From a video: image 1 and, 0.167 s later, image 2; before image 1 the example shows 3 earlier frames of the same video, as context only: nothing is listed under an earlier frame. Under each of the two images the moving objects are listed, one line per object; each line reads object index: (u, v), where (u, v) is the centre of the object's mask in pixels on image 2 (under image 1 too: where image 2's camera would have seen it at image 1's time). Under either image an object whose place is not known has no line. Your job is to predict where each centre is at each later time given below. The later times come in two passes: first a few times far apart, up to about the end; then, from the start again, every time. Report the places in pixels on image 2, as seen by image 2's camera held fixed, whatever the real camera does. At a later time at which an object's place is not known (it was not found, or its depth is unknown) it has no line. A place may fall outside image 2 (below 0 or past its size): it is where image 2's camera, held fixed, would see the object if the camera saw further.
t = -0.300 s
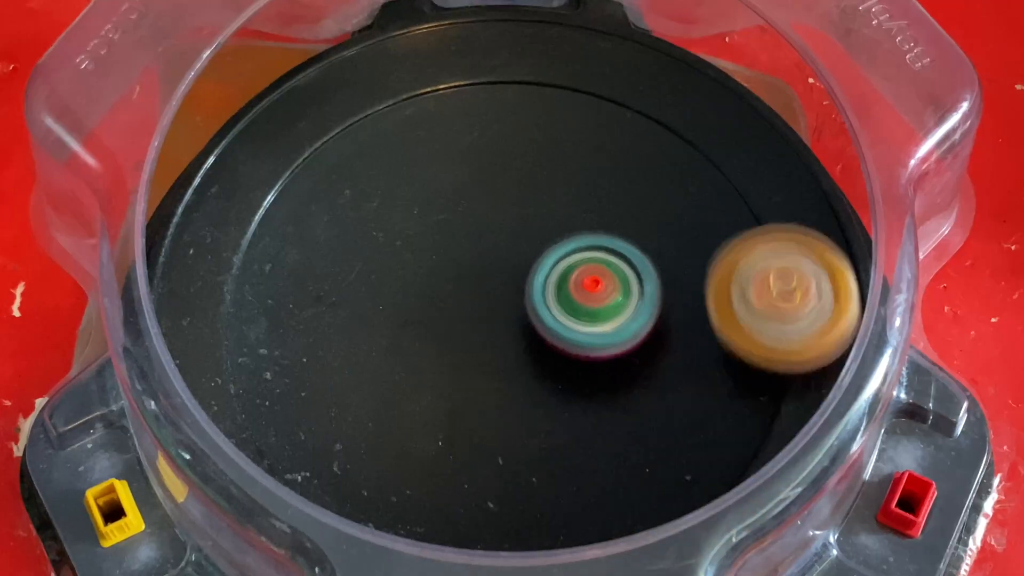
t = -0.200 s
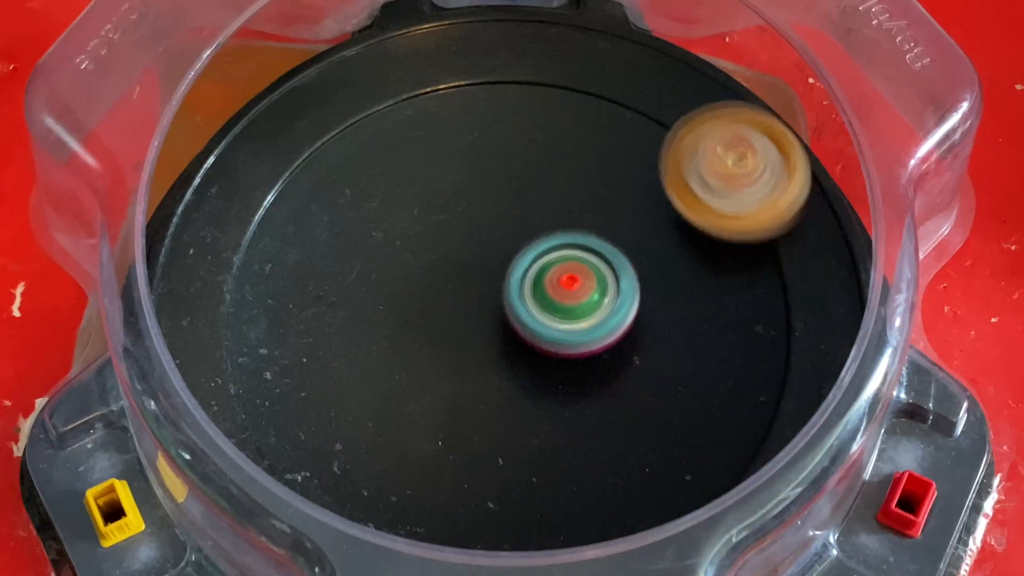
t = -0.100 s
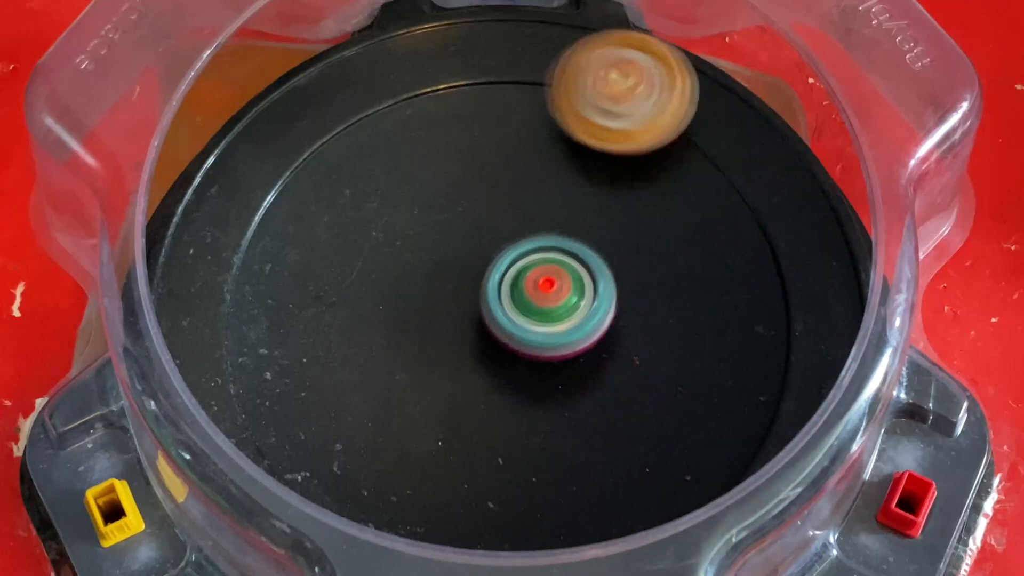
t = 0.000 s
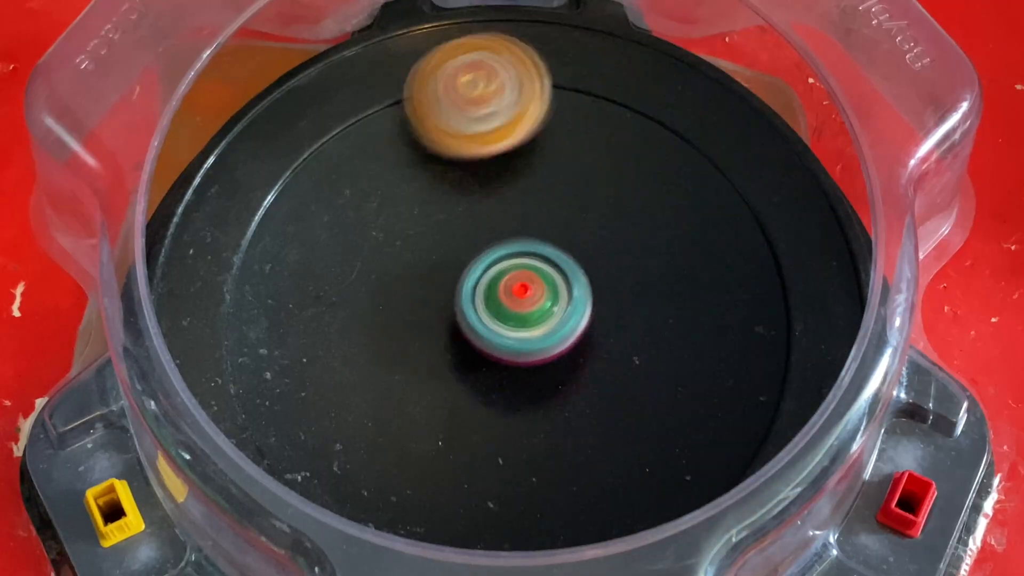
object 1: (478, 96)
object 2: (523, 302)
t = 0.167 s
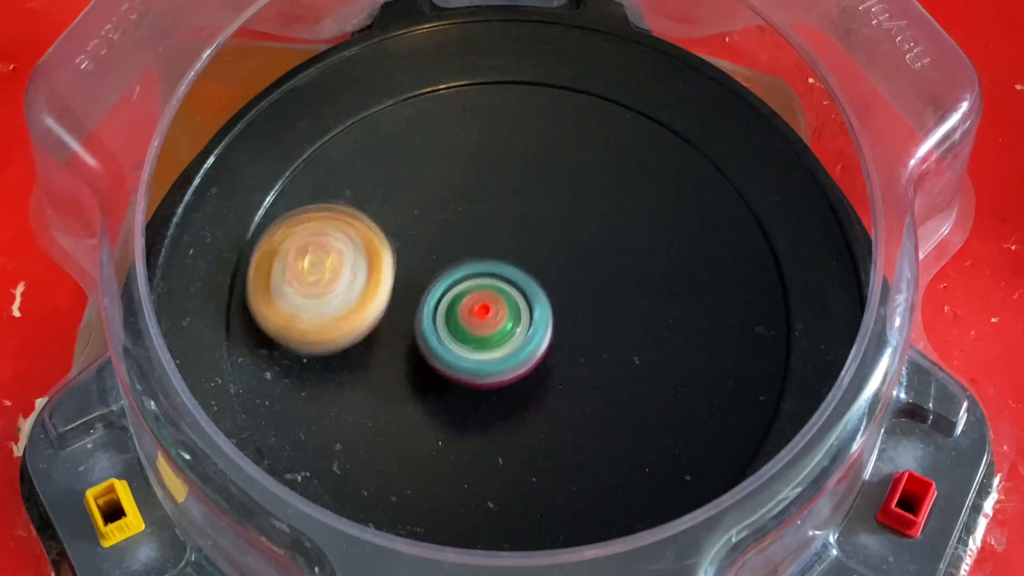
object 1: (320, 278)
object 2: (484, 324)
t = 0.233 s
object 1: (324, 377)
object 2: (474, 337)
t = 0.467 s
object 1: (631, 519)
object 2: (475, 376)
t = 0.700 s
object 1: (777, 258)
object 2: (497, 379)
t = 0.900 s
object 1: (546, 129)
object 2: (509, 362)
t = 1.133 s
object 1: (302, 329)
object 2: (508, 325)
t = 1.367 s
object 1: (504, 528)
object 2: (482, 298)
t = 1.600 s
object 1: (761, 370)
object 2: (461, 288)
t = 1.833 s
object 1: (564, 159)
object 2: (457, 300)
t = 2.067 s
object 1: (278, 273)
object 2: (472, 314)
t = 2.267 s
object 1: (344, 502)
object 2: (494, 321)
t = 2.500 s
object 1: (669, 475)
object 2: (525, 321)
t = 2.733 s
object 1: (639, 204)
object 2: (551, 307)
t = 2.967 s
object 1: (351, 153)
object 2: (554, 292)
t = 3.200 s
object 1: (249, 390)
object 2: (541, 290)
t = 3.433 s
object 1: (537, 499)
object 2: (521, 297)
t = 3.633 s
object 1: (692, 310)
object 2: (507, 313)
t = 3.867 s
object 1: (527, 100)
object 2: (500, 330)
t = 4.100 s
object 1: (282, 185)
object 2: (499, 342)
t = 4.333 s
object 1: (340, 439)
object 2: (504, 345)
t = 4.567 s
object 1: (646, 420)
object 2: (509, 336)
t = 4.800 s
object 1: (690, 173)
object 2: (506, 325)
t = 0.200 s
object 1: (316, 328)
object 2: (479, 330)
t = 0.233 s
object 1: (324, 377)
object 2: (474, 337)
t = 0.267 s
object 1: (344, 425)
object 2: (471, 344)
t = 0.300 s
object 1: (378, 462)
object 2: (469, 351)
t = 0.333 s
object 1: (417, 502)
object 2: (469, 358)
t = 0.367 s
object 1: (466, 519)
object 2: (469, 364)
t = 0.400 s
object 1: (520, 528)
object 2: (470, 369)
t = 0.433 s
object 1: (579, 530)
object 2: (472, 373)
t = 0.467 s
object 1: (631, 519)
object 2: (475, 376)
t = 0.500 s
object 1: (679, 504)
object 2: (478, 379)
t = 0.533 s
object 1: (716, 469)
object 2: (481, 380)
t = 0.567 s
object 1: (748, 430)
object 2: (484, 382)
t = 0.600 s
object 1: (763, 384)
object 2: (487, 383)
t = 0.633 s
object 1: (780, 343)
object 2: (491, 382)
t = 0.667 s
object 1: (786, 301)
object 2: (494, 381)
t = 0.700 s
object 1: (777, 258)
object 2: (497, 379)
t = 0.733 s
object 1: (756, 219)
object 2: (499, 378)
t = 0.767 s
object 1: (725, 186)
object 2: (501, 375)
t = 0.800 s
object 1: (687, 159)
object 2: (503, 372)
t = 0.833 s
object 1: (643, 141)
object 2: (505, 369)
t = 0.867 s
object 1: (595, 131)
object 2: (507, 365)
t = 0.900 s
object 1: (546, 129)
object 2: (509, 362)
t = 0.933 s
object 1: (498, 137)
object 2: (511, 357)
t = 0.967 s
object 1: (450, 152)
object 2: (512, 352)
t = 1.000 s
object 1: (408, 176)
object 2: (514, 347)
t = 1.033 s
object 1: (370, 206)
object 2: (514, 341)
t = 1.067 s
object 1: (339, 243)
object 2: (513, 336)
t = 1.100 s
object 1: (316, 284)
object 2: (511, 330)
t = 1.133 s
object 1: (302, 329)
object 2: (508, 325)
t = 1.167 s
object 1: (298, 375)
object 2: (506, 320)
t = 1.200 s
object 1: (307, 418)
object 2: (502, 316)
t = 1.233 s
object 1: (323, 464)
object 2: (498, 312)
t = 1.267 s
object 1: (352, 503)
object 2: (495, 307)
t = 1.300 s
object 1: (394, 522)
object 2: (490, 304)
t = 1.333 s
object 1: (449, 526)
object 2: (486, 300)
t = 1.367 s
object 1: (504, 528)
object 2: (482, 298)
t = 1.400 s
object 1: (561, 527)
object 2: (478, 296)
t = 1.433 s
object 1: (614, 523)
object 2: (475, 293)
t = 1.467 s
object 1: (657, 510)
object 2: (472, 291)
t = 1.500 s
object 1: (699, 486)
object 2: (469, 290)
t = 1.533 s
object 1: (730, 450)
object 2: (466, 289)
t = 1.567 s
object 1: (751, 411)
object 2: (463, 288)
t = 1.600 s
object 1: (761, 370)
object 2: (461, 288)
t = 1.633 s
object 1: (762, 329)
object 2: (459, 289)
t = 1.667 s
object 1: (748, 287)
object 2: (458, 290)
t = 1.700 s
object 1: (724, 249)
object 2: (457, 291)
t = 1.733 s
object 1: (692, 217)
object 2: (456, 293)
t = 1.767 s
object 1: (654, 191)
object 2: (456, 295)
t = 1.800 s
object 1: (610, 171)
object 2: (456, 297)
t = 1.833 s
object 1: (564, 159)
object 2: (457, 300)
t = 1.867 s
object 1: (517, 155)
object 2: (459, 301)
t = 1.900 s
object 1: (469, 157)
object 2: (460, 304)
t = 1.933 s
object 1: (422, 167)
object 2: (462, 306)
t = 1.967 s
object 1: (378, 184)
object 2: (464, 308)
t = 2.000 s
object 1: (340, 208)
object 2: (467, 310)
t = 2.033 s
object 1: (306, 238)
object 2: (469, 312)
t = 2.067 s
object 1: (278, 273)
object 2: (472, 314)
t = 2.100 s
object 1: (259, 312)
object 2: (476, 316)
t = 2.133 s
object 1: (250, 352)
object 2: (479, 317)
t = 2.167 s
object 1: (248, 395)
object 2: (483, 319)
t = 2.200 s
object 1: (275, 435)
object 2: (487, 320)
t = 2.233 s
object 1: (308, 471)
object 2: (491, 321)
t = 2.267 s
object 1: (344, 502)
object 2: (494, 321)
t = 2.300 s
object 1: (386, 518)
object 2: (498, 321)
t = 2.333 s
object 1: (440, 524)
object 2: (502, 322)
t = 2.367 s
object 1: (492, 527)
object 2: (505, 322)
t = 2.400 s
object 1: (543, 526)
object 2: (510, 323)
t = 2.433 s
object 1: (592, 519)
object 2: (515, 323)
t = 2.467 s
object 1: (635, 505)
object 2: (520, 322)
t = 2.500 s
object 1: (669, 475)
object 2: (525, 321)
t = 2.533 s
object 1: (693, 438)
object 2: (529, 320)
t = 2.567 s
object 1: (710, 399)
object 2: (534, 317)
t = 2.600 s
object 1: (714, 357)
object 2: (538, 315)
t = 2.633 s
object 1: (708, 312)
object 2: (542, 314)
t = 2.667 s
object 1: (693, 273)
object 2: (545, 312)
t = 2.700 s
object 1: (670, 235)
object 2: (548, 310)
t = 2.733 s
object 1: (639, 204)
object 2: (551, 307)
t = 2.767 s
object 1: (604, 178)
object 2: (553, 304)
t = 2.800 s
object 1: (564, 157)
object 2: (554, 302)
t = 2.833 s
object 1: (523, 143)
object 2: (555, 300)
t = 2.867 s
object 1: (478, 136)
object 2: (556, 297)
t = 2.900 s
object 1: (435, 135)
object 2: (556, 296)
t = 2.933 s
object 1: (391, 140)
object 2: (555, 294)
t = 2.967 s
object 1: (351, 153)
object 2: (554, 292)
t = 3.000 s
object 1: (312, 171)
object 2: (553, 291)
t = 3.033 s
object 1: (279, 196)
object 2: (552, 290)
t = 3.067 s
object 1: (250, 226)
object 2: (550, 289)
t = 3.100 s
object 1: (236, 264)
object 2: (548, 289)
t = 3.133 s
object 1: (236, 307)
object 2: (545, 289)
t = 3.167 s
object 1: (242, 348)
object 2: (543, 290)
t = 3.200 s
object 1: (249, 390)
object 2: (541, 290)
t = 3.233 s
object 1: (273, 429)
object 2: (538, 290)
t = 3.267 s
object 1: (304, 465)
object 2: (535, 291)
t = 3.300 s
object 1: (344, 493)
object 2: (532, 291)
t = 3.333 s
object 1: (387, 508)
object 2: (529, 292)
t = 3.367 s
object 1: (437, 513)
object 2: (527, 294)
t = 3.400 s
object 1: (489, 511)
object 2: (523, 295)
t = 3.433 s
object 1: (537, 499)
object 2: (521, 297)
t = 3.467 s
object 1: (581, 485)
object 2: (517, 300)
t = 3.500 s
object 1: (622, 464)
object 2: (515, 302)
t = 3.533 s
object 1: (652, 431)
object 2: (513, 305)
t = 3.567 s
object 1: (676, 393)
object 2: (510, 307)
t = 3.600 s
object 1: (688, 353)
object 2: (509, 310)
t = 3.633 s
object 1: (692, 310)
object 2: (507, 313)
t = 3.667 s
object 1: (688, 270)
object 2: (506, 316)
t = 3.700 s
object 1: (674, 232)
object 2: (505, 318)
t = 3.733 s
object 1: (654, 196)
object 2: (503, 320)
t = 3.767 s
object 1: (629, 165)
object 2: (502, 323)
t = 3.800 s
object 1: (598, 139)
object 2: (501, 325)
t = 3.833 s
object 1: (563, 116)
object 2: (501, 327)
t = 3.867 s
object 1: (527, 100)
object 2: (500, 330)
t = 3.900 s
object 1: (487, 91)
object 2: (500, 332)
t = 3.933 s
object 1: (446, 85)
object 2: (500, 334)
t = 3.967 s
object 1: (406, 89)
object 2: (500, 336)
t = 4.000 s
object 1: (367, 98)
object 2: (499, 337)
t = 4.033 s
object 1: (336, 123)
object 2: (499, 339)
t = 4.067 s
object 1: (308, 153)
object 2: (499, 340)
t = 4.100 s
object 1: (282, 185)
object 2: (499, 342)
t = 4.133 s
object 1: (263, 219)
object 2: (499, 343)
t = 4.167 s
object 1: (251, 257)
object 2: (500, 344)
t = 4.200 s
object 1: (248, 298)
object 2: (501, 345)
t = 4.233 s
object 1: (257, 338)
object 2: (502, 346)
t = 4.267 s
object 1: (274, 376)
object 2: (503, 346)
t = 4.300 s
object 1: (302, 411)
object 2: (504, 345)
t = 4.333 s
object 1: (340, 439)
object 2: (504, 345)
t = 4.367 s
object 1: (382, 461)
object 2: (505, 344)
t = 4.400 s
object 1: (427, 475)
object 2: (505, 343)
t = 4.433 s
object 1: (476, 480)
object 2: (506, 342)
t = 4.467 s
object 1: (525, 478)
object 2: (507, 341)
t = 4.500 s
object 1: (570, 467)
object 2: (508, 339)
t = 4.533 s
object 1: (610, 447)
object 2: (509, 338)
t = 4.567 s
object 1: (646, 420)
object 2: (509, 336)
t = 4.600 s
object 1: (676, 389)
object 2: (509, 334)
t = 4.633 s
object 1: (698, 356)
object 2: (508, 333)
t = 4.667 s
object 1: (711, 320)
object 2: (508, 331)
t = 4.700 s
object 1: (716, 281)
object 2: (507, 330)
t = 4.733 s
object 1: (713, 242)
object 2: (507, 328)
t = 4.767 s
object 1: (705, 206)
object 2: (507, 326)
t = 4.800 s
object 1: (690, 173)
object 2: (506, 325)
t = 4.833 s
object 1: (668, 144)
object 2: (506, 323)
